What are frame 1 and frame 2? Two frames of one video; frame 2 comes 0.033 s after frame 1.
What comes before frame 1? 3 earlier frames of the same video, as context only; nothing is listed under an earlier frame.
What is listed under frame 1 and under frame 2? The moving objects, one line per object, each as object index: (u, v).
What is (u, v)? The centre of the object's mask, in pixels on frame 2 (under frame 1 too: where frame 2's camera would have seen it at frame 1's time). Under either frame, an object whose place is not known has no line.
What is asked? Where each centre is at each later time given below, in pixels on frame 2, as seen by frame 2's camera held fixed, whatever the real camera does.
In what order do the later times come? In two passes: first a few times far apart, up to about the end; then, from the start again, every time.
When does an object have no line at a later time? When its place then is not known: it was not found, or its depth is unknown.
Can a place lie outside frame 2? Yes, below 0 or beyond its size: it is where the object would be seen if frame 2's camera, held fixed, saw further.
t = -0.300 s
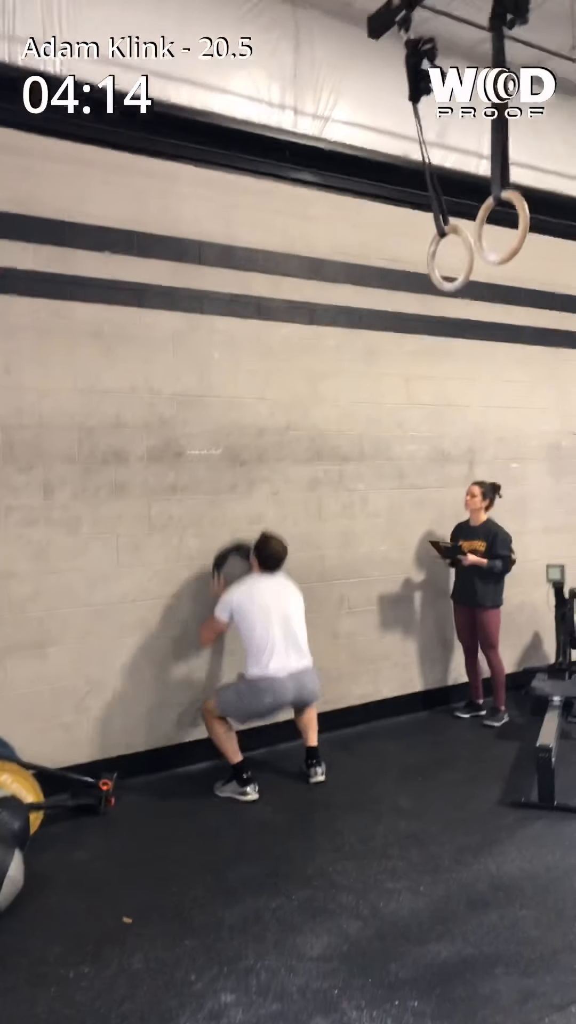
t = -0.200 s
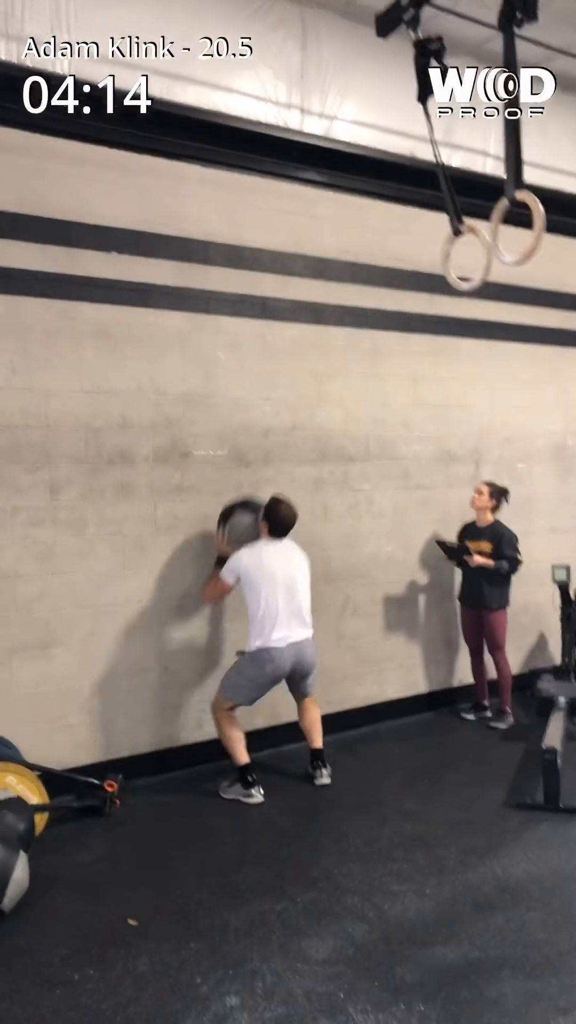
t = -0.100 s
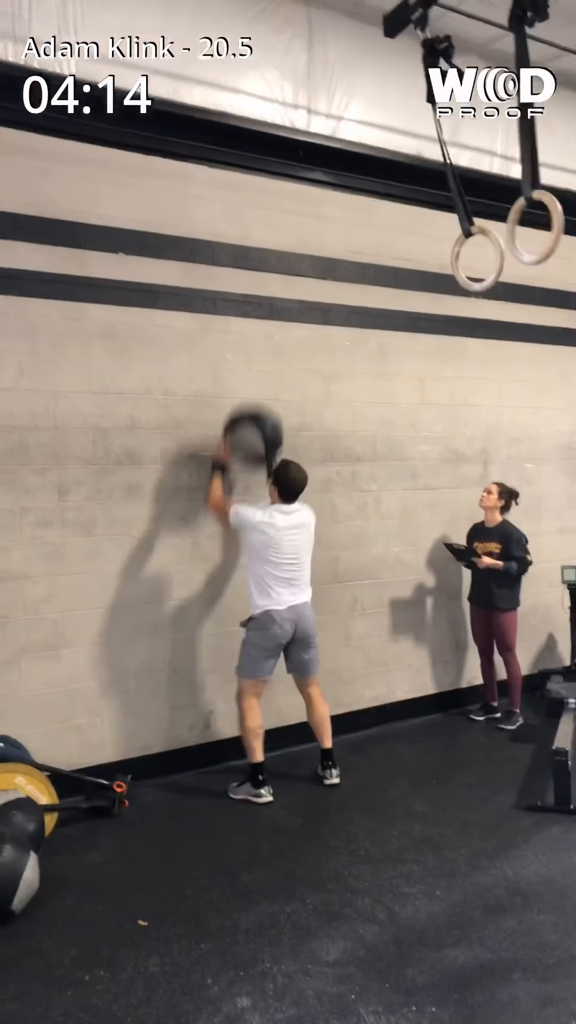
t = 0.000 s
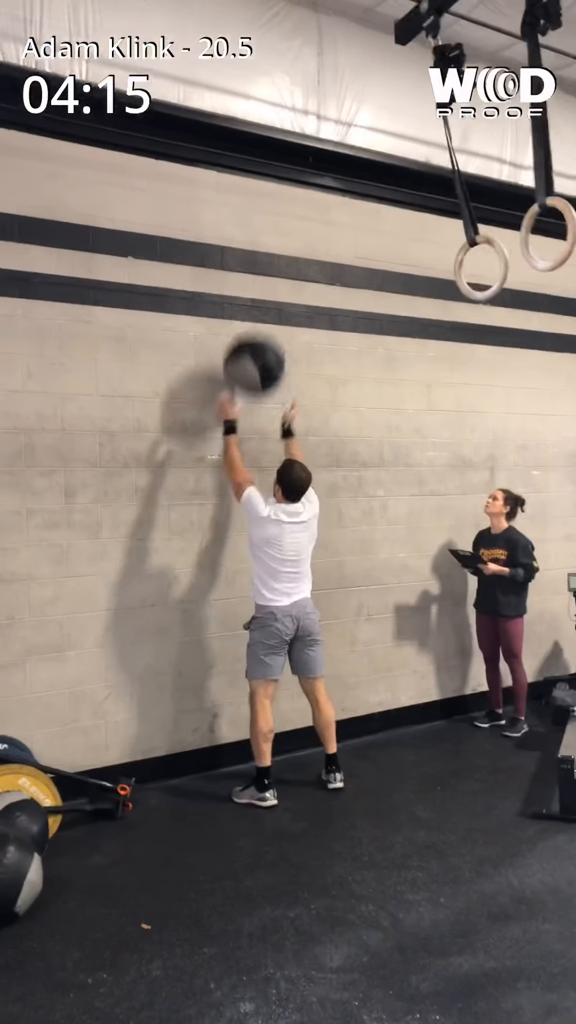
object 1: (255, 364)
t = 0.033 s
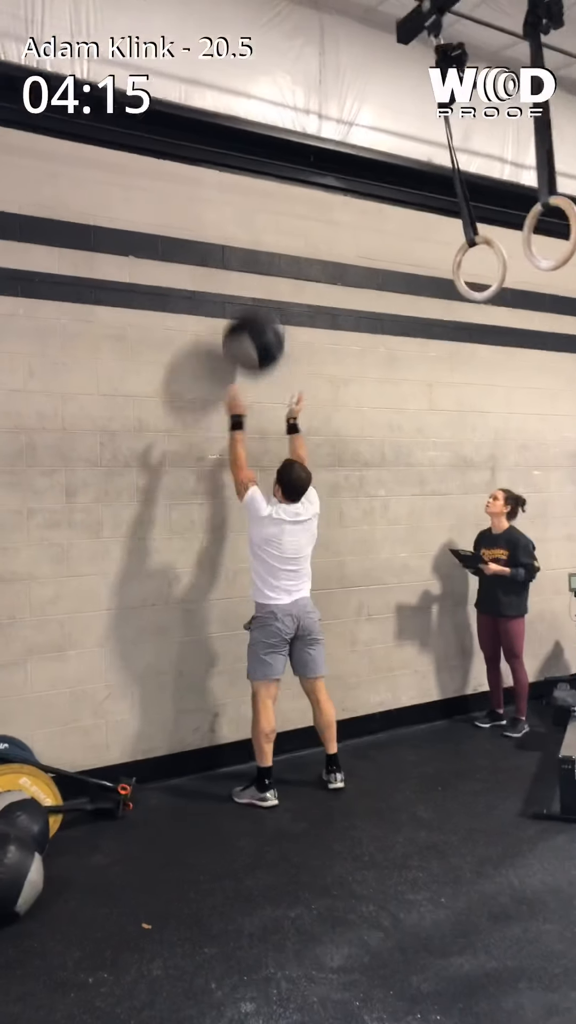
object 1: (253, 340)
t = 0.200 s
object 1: (245, 262)
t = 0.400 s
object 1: (237, 228)
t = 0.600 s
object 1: (240, 269)
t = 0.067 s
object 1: (251, 322)
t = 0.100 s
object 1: (250, 305)
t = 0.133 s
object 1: (248, 289)
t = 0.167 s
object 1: (246, 275)
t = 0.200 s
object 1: (245, 262)
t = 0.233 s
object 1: (244, 252)
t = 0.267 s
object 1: (242, 244)
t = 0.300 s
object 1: (241, 237)
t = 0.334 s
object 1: (240, 232)
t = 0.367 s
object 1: (238, 229)
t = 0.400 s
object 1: (237, 228)
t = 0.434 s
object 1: (237, 229)
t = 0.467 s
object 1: (237, 236)
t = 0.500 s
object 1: (239, 241)
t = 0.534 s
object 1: (239, 248)
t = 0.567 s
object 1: (239, 258)
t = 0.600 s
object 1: (240, 269)
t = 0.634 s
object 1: (241, 283)
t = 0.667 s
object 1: (242, 298)
